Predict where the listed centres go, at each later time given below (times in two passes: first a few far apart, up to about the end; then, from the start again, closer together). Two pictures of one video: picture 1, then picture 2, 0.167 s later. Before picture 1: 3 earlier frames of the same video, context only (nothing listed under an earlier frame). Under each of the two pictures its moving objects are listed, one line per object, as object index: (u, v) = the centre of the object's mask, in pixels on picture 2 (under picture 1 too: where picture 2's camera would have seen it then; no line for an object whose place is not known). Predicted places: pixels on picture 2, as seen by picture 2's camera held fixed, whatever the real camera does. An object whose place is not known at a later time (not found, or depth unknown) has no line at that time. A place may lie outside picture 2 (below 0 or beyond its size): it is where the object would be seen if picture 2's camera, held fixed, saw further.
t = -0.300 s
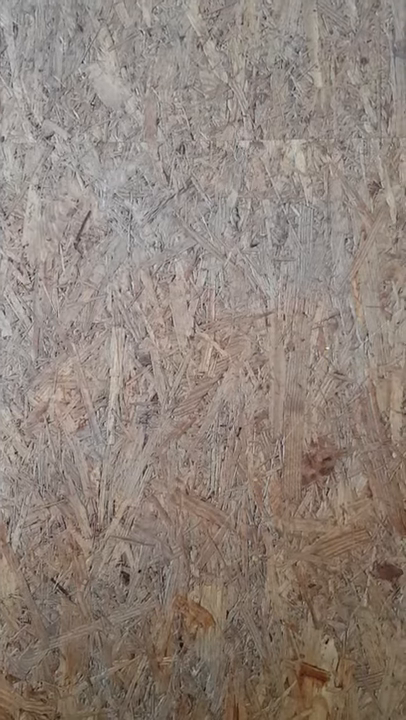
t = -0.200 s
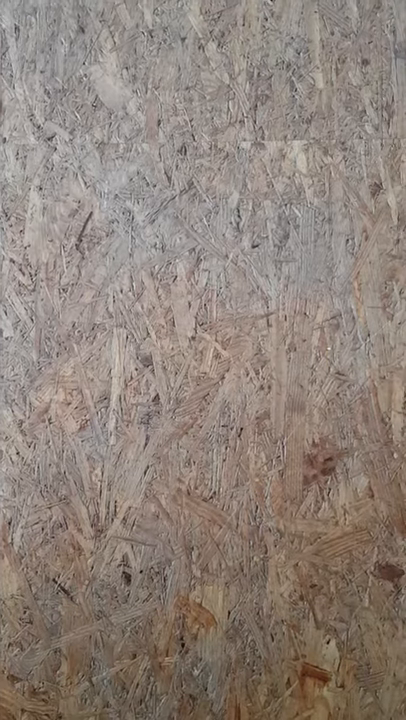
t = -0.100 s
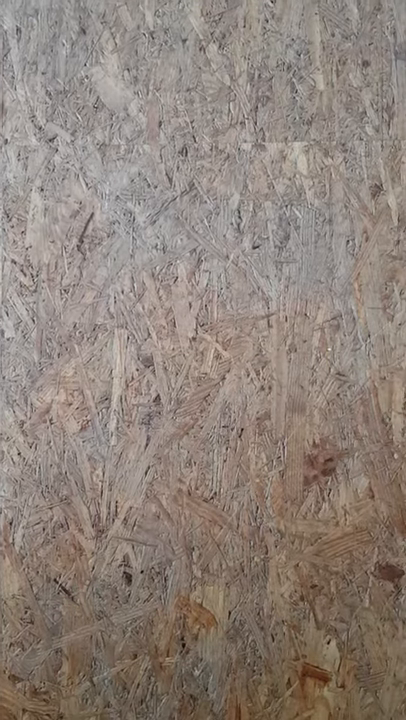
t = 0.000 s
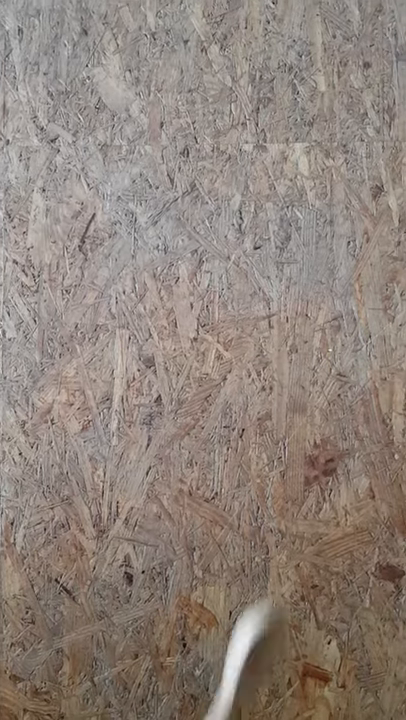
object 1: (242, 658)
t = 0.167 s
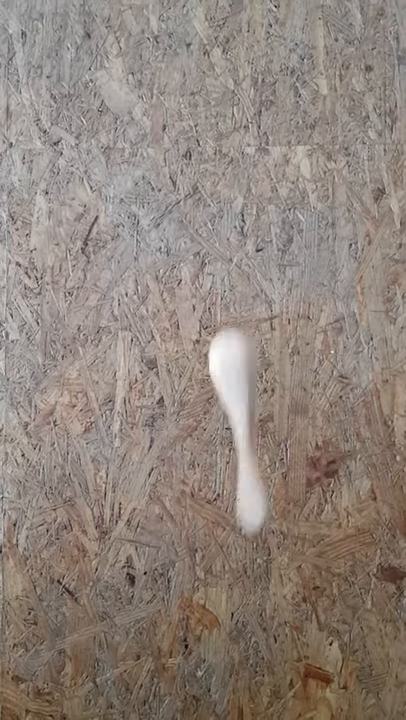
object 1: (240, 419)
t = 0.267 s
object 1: (265, 316)
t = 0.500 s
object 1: (299, 152)
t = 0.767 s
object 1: (305, 137)
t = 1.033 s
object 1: (305, 136)
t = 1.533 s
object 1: (306, 136)
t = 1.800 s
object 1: (305, 136)
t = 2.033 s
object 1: (305, 136)
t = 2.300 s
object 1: (305, 137)
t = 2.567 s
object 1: (305, 137)
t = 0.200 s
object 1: (249, 398)
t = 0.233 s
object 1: (251, 350)
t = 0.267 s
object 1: (265, 316)
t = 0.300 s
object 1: (276, 278)
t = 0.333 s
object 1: (280, 244)
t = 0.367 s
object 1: (284, 217)
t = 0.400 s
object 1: (285, 196)
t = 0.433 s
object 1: (289, 179)
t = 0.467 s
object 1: (295, 162)
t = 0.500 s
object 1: (299, 152)
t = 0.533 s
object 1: (300, 142)
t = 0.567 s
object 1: (302, 136)
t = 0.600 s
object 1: (305, 134)
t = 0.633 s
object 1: (308, 135)
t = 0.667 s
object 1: (307, 137)
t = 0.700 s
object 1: (304, 135)
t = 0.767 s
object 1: (305, 137)
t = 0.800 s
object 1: (308, 137)
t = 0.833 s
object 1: (306, 137)
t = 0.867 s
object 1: (304, 135)
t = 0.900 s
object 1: (304, 136)
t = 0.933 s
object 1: (307, 136)
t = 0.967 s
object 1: (306, 136)
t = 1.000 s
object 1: (304, 135)
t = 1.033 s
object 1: (305, 136)
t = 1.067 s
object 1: (307, 136)
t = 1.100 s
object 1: (305, 136)
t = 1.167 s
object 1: (306, 136)
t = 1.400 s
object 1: (306, 136)
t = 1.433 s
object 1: (305, 136)
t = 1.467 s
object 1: (306, 136)
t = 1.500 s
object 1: (305, 136)
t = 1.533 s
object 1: (306, 136)
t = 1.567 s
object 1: (306, 136)
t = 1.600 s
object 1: (305, 136)
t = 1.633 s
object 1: (305, 137)
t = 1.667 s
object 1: (305, 136)
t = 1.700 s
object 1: (305, 137)
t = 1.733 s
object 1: (305, 136)
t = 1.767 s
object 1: (305, 137)
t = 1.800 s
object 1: (305, 136)
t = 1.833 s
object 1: (305, 136)
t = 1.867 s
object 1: (305, 136)
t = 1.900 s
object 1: (305, 136)
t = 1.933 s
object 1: (305, 137)
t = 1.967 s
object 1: (305, 137)
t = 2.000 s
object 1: (305, 136)
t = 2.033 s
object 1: (305, 136)
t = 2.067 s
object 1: (305, 136)
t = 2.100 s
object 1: (305, 136)
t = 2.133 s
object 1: (305, 136)
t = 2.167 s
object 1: (305, 136)
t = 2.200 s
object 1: (305, 136)
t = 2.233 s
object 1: (305, 136)
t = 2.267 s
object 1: (305, 137)
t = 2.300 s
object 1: (305, 137)
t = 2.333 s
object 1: (305, 137)
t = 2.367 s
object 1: (305, 137)
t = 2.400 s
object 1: (305, 137)
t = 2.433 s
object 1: (305, 137)
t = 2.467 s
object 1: (305, 137)
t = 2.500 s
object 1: (305, 137)
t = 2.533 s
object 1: (305, 136)
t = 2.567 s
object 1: (305, 137)
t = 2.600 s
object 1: (305, 136)
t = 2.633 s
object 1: (305, 137)
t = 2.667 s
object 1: (305, 136)
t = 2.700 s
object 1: (305, 137)
